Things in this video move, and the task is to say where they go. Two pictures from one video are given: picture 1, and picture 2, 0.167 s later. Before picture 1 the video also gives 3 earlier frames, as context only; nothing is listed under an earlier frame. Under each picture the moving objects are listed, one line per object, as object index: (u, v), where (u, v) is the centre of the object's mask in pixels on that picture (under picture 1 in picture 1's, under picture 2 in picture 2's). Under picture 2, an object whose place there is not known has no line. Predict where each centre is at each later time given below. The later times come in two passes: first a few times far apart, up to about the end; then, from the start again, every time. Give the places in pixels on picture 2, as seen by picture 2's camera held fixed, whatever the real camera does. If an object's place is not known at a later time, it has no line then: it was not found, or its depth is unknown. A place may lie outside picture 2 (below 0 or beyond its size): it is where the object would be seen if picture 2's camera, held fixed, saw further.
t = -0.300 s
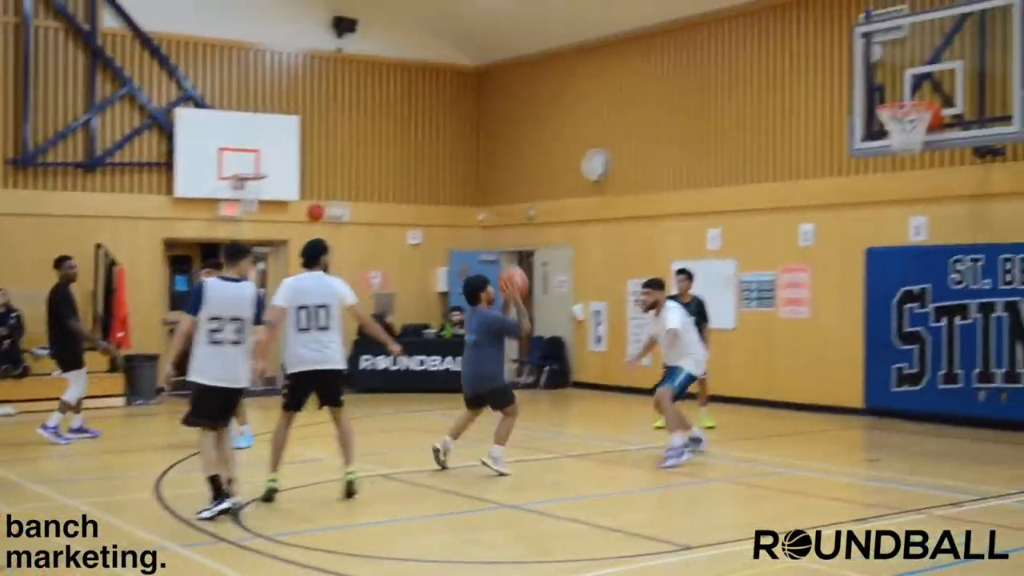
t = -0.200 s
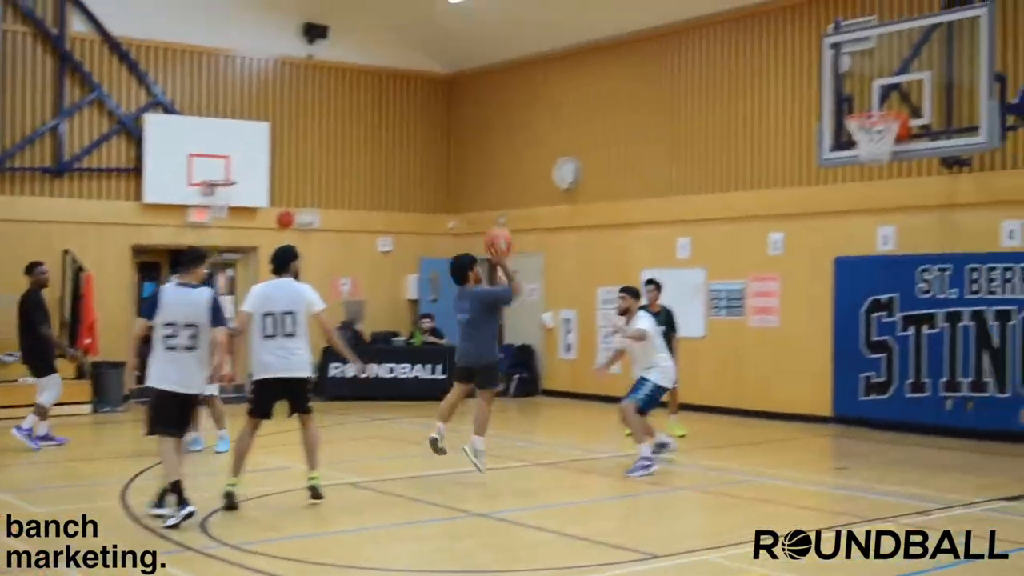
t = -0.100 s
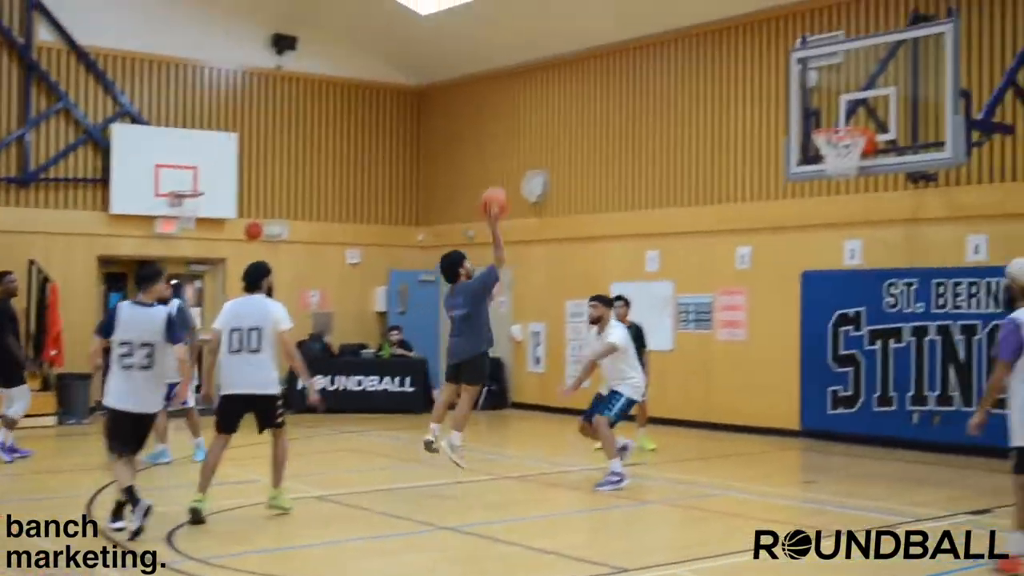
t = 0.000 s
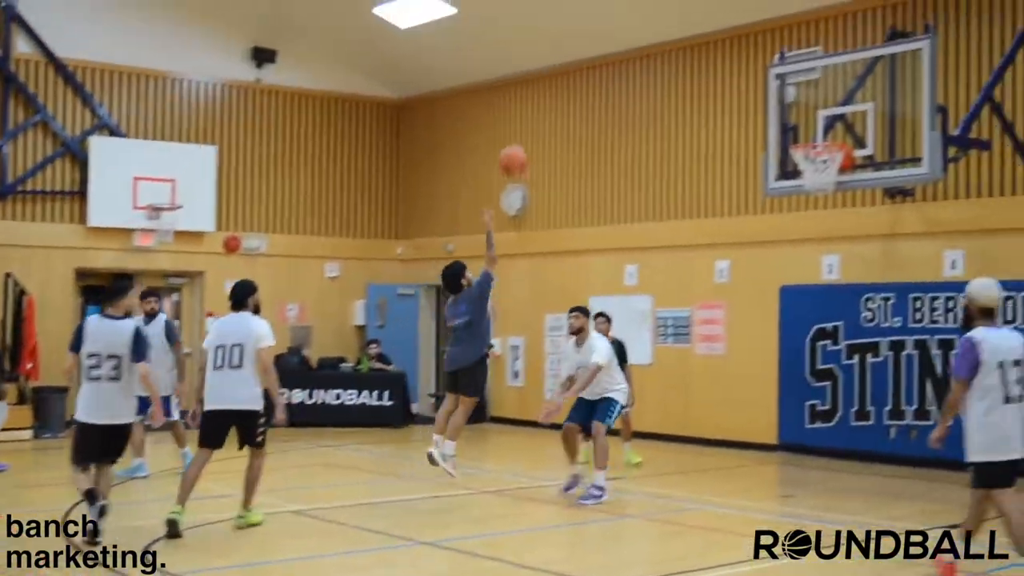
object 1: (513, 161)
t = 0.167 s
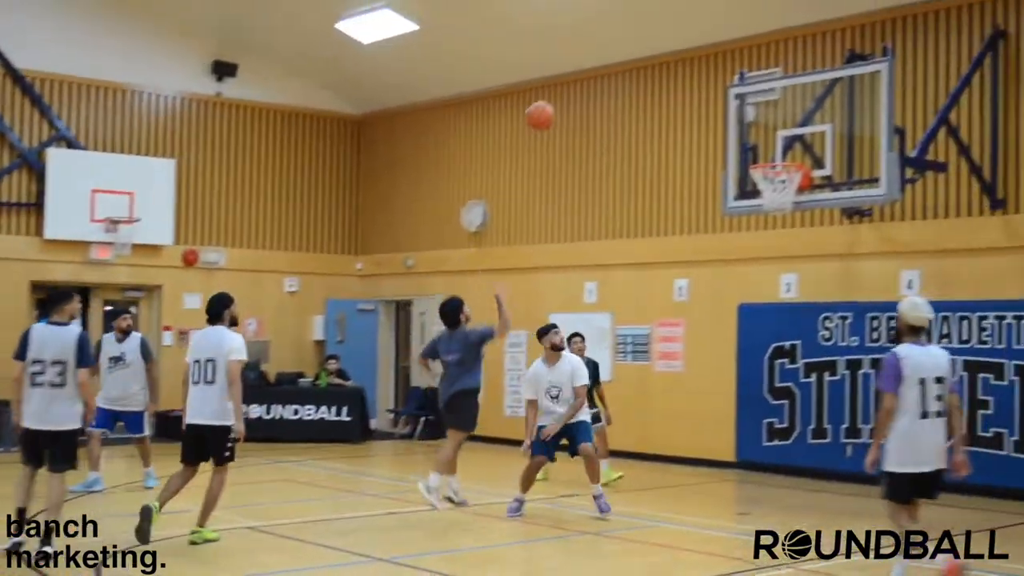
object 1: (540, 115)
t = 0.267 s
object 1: (579, 95)
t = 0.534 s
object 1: (674, 96)
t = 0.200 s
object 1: (553, 107)
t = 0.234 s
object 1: (566, 101)
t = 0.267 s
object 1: (579, 95)
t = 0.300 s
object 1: (592, 90)
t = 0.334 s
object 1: (604, 87)
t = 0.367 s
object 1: (615, 86)
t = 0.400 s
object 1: (628, 86)
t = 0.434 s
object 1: (639, 87)
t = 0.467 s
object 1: (651, 89)
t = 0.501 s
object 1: (662, 92)
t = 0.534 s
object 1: (674, 96)
